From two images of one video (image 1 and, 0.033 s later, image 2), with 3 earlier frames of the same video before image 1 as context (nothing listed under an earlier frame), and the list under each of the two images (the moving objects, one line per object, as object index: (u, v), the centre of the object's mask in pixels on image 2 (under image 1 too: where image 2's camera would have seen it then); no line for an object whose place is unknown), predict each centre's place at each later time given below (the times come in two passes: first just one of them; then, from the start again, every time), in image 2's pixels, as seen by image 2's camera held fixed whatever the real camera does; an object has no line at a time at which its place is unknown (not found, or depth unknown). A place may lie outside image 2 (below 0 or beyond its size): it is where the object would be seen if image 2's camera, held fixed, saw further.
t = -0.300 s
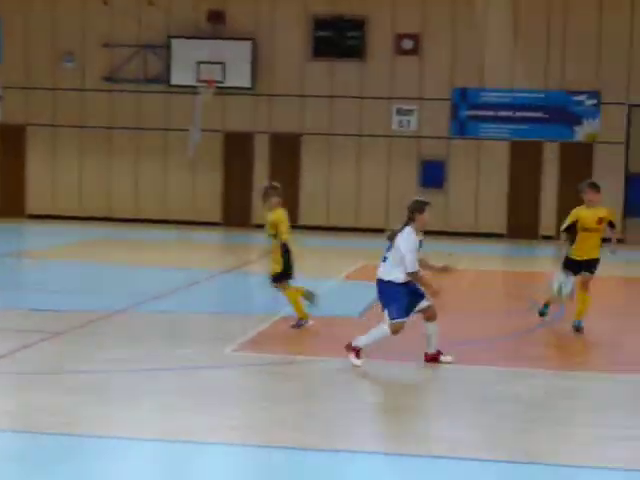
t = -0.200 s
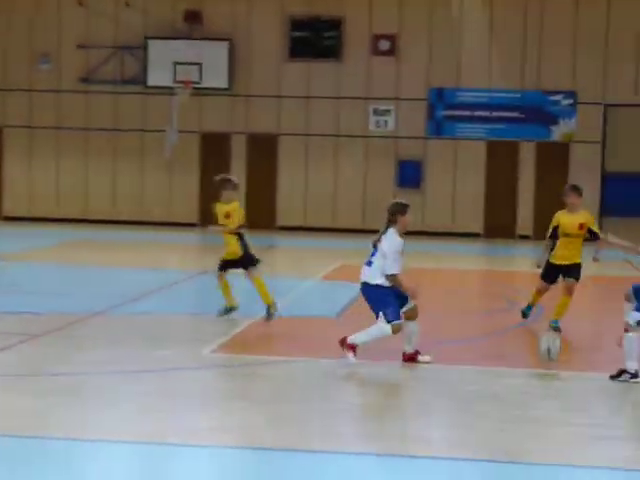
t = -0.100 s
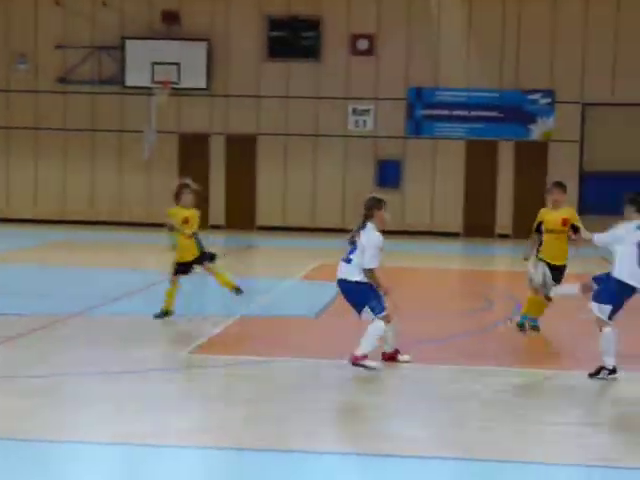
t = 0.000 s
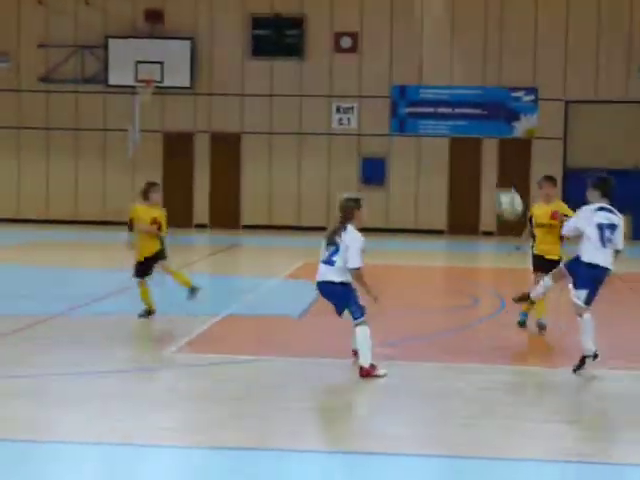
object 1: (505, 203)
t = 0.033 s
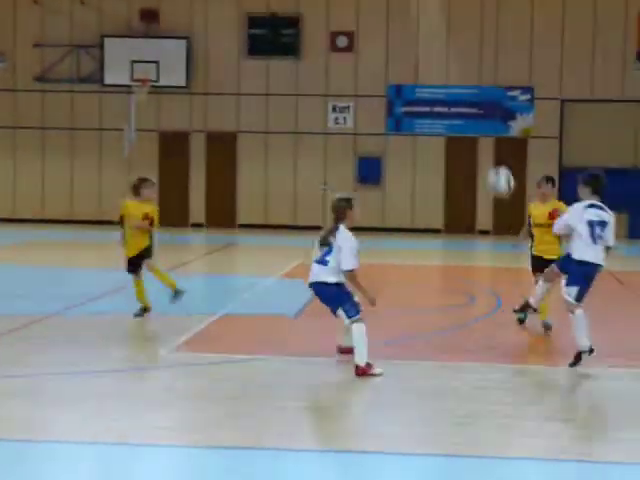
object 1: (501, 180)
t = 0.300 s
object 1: (461, 62)
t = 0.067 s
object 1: (497, 161)
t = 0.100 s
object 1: (492, 144)
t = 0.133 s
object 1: (486, 127)
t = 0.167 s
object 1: (482, 112)
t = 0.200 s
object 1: (476, 98)
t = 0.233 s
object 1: (472, 85)
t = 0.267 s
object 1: (466, 72)
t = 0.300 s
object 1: (461, 62)
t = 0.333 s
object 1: (456, 54)
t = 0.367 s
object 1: (452, 48)
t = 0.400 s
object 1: (447, 41)
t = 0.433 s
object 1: (442, 37)
